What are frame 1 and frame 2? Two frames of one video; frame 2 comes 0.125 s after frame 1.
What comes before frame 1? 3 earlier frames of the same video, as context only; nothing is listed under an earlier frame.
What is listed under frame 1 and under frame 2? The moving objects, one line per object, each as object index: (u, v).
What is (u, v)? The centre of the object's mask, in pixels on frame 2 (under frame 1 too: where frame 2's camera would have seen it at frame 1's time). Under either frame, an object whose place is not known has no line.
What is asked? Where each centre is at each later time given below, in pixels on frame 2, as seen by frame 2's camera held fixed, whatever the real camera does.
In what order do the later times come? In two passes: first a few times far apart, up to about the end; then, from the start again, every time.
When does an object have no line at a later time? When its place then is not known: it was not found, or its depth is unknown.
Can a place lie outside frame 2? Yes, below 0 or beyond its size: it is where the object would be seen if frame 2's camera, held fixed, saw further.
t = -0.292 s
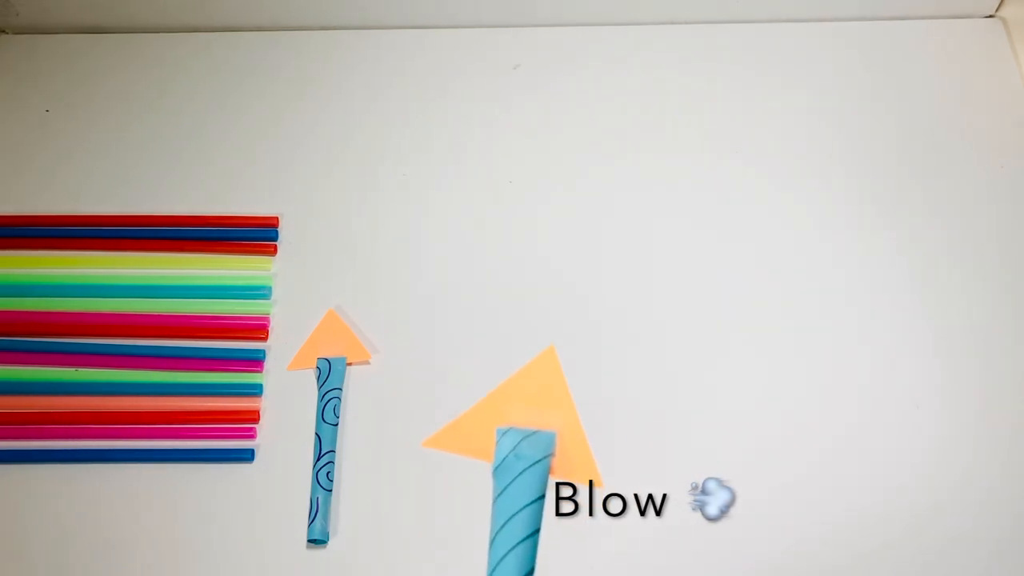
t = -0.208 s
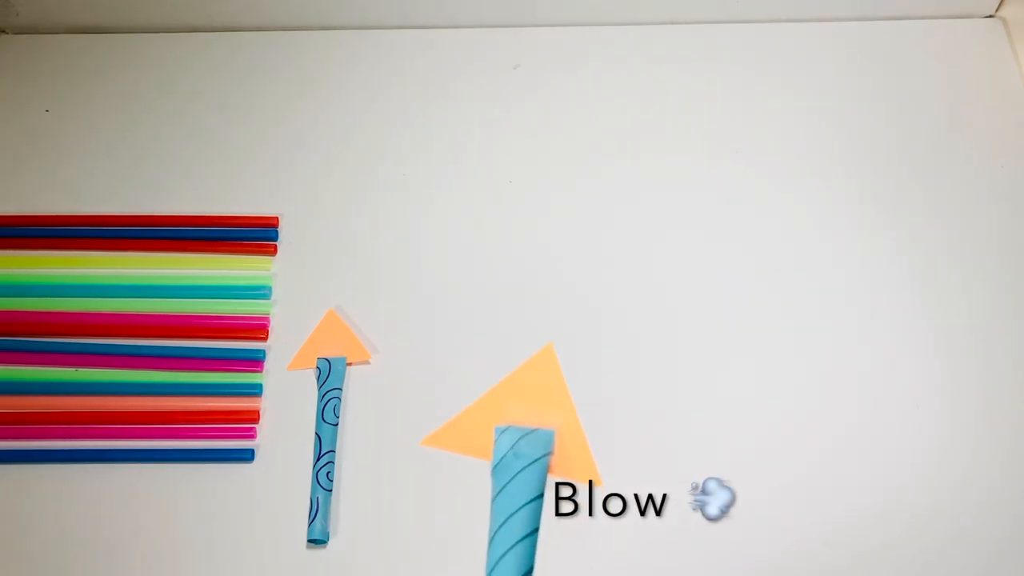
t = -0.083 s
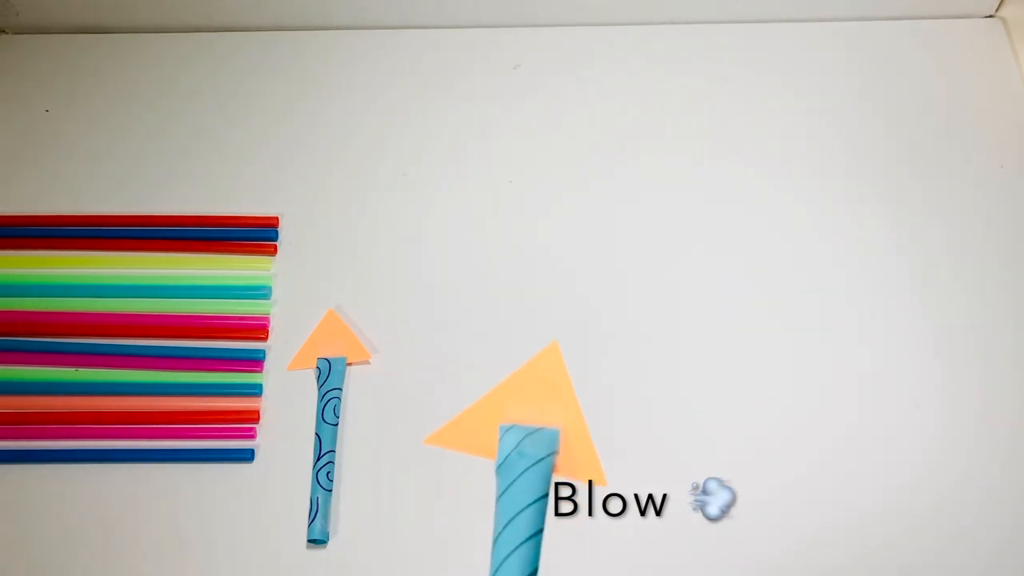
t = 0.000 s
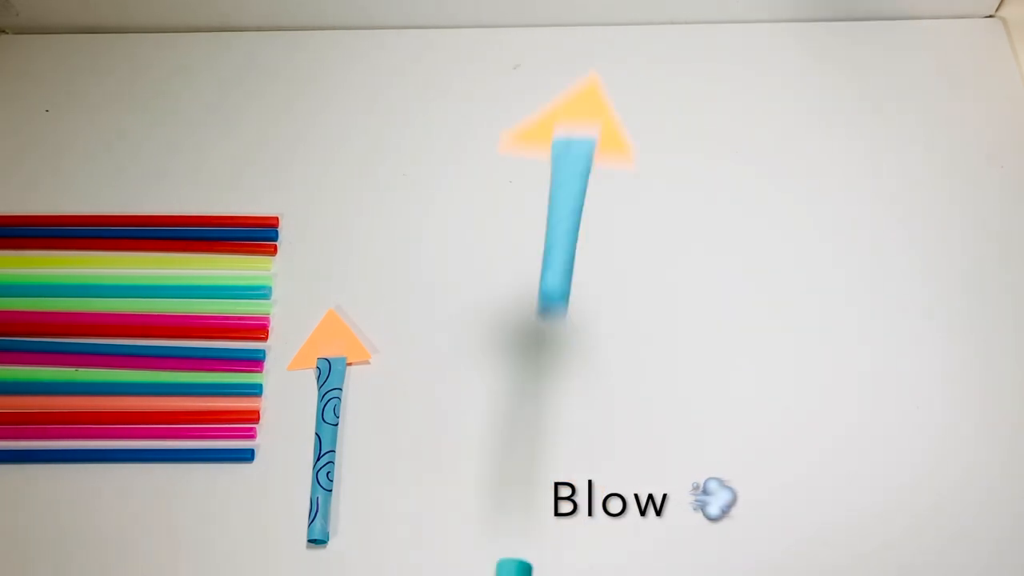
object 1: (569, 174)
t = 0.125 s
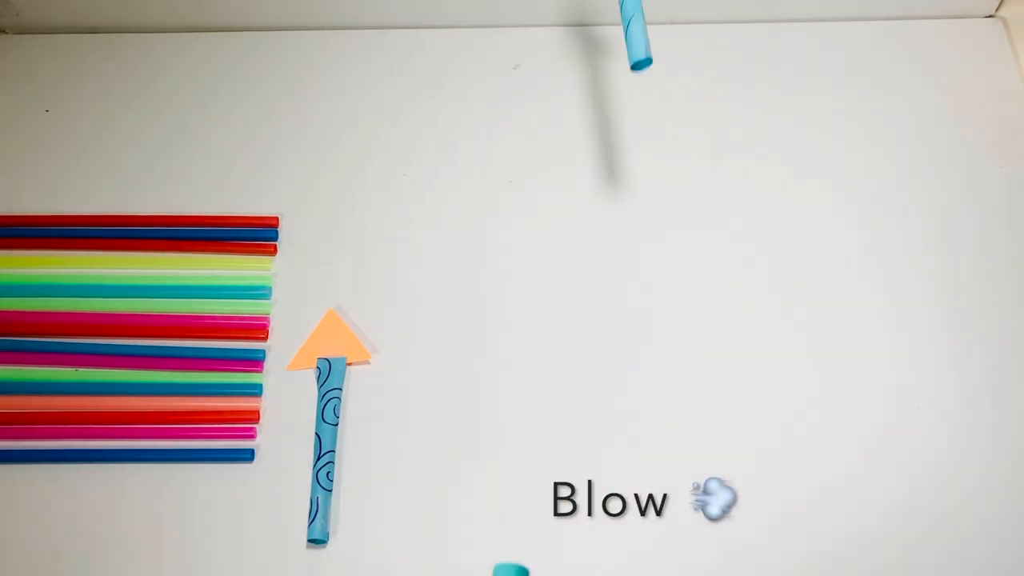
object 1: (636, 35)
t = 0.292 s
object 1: (648, 236)
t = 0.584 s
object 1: (634, 259)
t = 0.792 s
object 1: (633, 260)
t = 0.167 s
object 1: (634, 56)
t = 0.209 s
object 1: (646, 181)
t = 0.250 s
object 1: (647, 226)
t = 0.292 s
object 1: (648, 236)
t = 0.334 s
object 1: (648, 240)
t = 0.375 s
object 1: (645, 261)
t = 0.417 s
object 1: (644, 261)
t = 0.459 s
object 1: (642, 256)
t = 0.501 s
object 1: (633, 260)
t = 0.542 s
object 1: (634, 259)
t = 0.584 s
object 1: (634, 259)
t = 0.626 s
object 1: (634, 259)
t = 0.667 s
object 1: (633, 260)
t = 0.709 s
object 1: (634, 259)
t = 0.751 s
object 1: (634, 260)
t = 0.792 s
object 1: (633, 260)
